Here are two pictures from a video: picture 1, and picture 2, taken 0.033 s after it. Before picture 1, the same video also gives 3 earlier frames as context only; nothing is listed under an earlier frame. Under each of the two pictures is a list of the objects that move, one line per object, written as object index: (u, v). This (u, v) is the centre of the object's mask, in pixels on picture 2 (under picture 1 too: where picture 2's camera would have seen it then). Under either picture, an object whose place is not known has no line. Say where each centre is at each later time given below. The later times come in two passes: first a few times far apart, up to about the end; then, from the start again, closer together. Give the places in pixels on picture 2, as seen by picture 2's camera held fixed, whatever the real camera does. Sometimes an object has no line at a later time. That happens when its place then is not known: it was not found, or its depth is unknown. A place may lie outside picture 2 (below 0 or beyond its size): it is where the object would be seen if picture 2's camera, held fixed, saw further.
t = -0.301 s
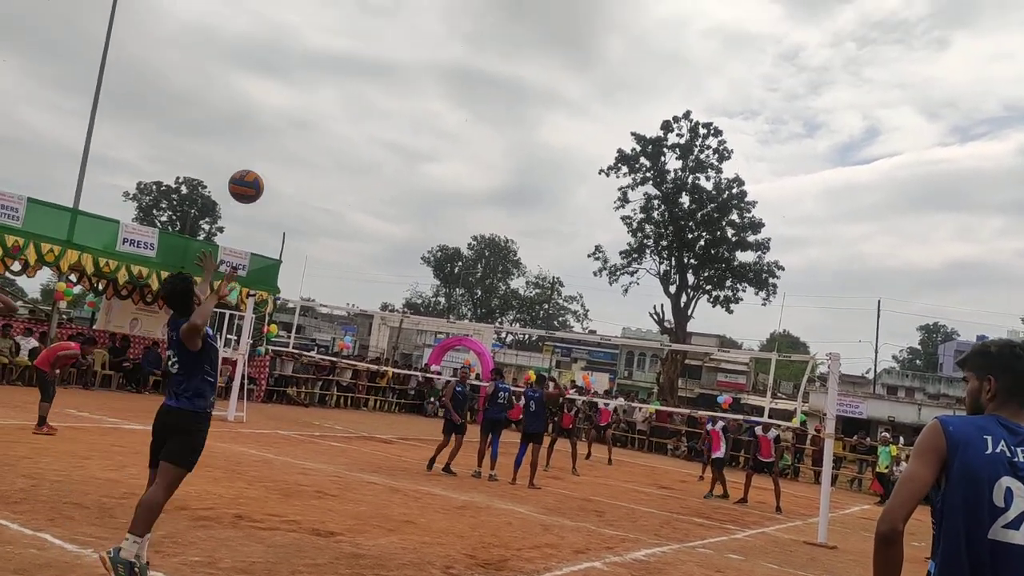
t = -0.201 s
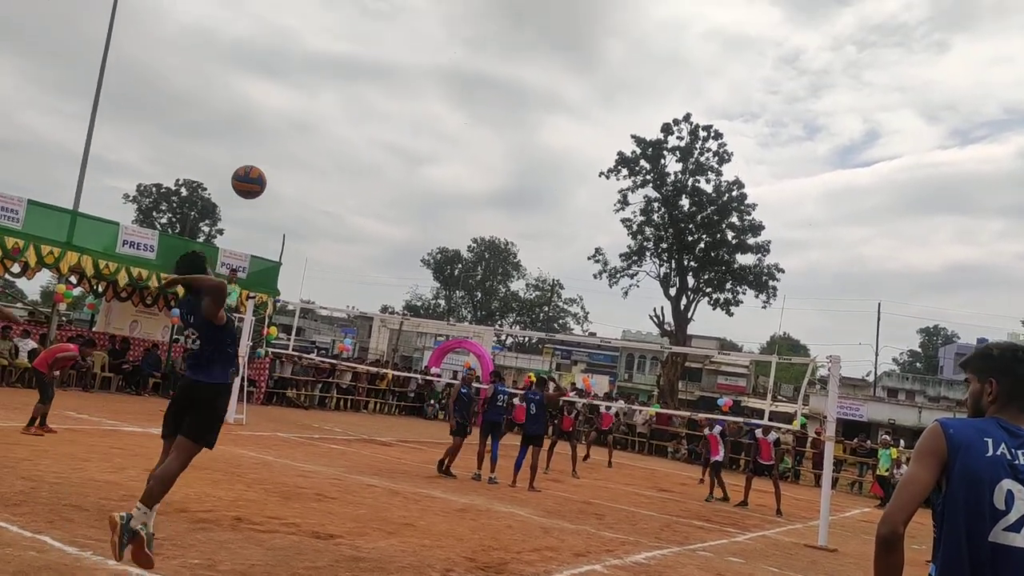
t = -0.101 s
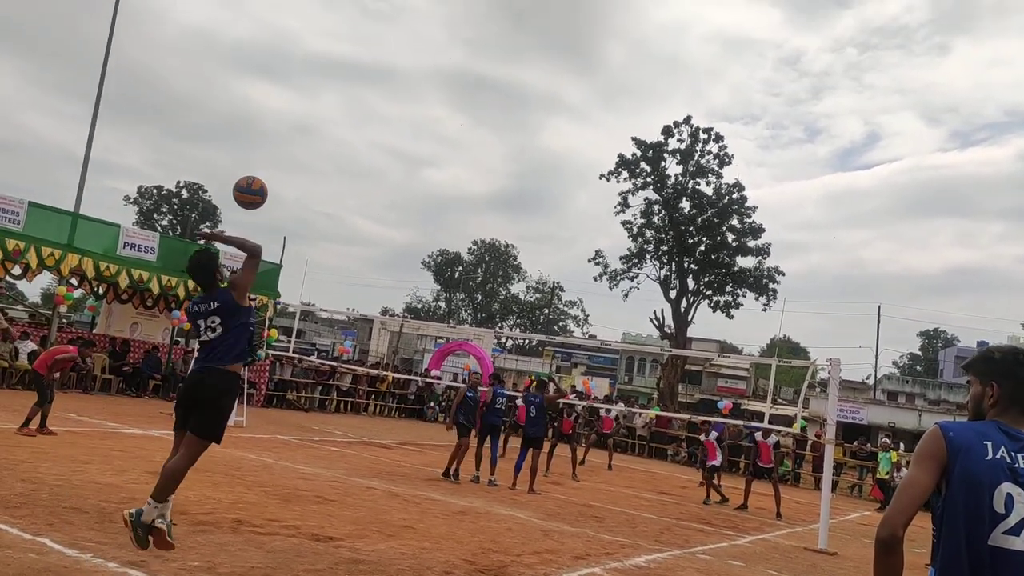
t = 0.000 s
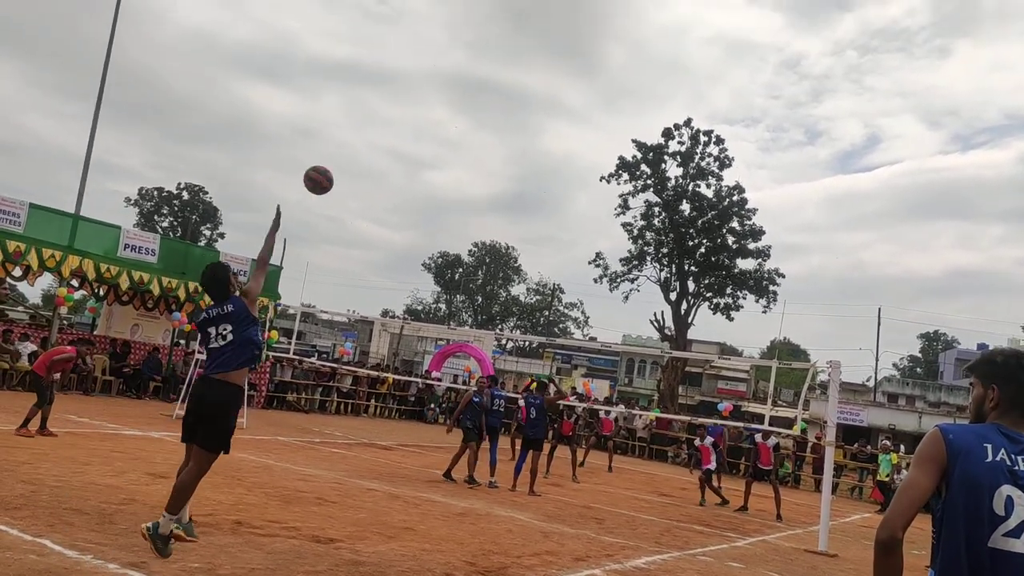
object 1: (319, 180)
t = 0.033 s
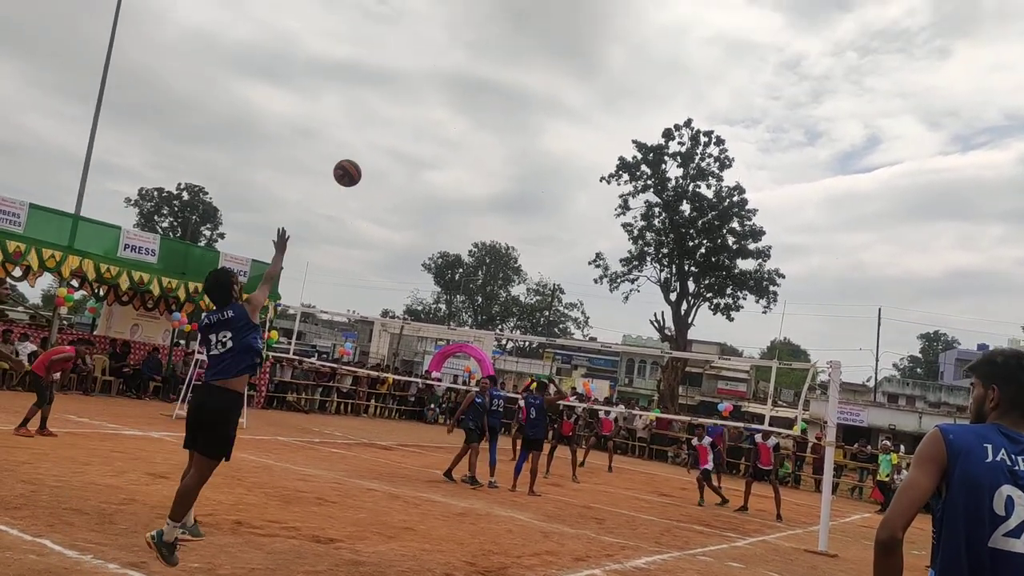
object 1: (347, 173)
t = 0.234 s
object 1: (463, 161)
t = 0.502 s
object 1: (543, 196)
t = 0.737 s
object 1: (581, 251)
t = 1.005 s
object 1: (607, 330)
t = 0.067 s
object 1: (372, 167)
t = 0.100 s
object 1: (395, 163)
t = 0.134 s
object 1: (415, 161)
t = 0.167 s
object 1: (432, 160)
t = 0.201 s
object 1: (448, 160)
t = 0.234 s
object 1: (463, 161)
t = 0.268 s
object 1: (476, 162)
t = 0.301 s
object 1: (488, 165)
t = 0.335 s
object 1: (500, 168)
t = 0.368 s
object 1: (510, 173)
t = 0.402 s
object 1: (519, 177)
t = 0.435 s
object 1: (528, 183)
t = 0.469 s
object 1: (536, 189)
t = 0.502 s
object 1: (543, 196)
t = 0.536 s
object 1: (550, 203)
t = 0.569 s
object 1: (556, 210)
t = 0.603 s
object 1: (562, 217)
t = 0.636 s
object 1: (567, 225)
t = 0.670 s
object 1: (572, 234)
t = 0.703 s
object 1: (577, 242)
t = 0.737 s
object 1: (581, 251)
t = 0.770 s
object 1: (585, 261)
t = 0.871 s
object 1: (595, 290)
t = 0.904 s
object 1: (598, 299)
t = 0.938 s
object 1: (601, 310)
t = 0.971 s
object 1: (604, 320)
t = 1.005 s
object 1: (607, 330)
